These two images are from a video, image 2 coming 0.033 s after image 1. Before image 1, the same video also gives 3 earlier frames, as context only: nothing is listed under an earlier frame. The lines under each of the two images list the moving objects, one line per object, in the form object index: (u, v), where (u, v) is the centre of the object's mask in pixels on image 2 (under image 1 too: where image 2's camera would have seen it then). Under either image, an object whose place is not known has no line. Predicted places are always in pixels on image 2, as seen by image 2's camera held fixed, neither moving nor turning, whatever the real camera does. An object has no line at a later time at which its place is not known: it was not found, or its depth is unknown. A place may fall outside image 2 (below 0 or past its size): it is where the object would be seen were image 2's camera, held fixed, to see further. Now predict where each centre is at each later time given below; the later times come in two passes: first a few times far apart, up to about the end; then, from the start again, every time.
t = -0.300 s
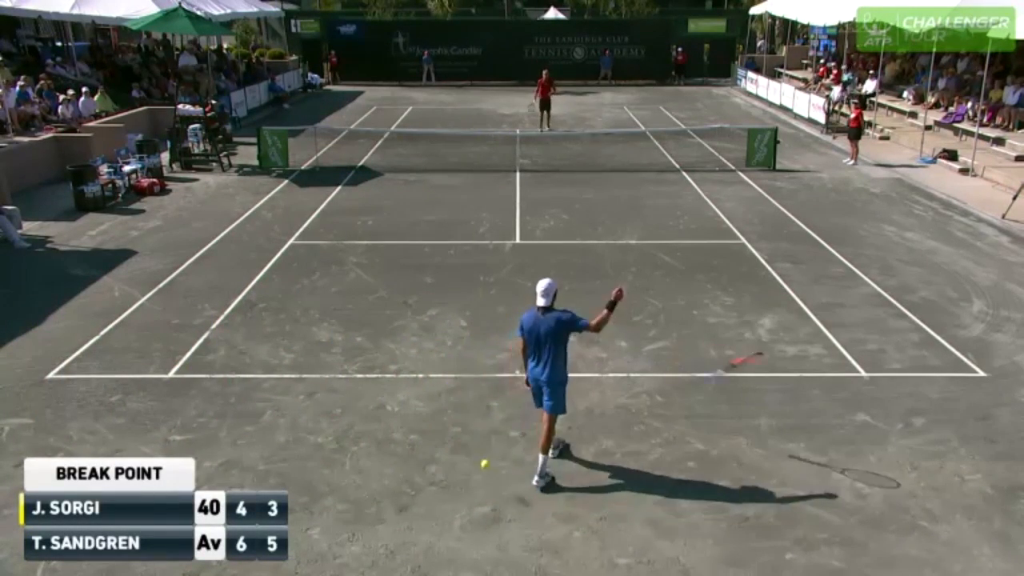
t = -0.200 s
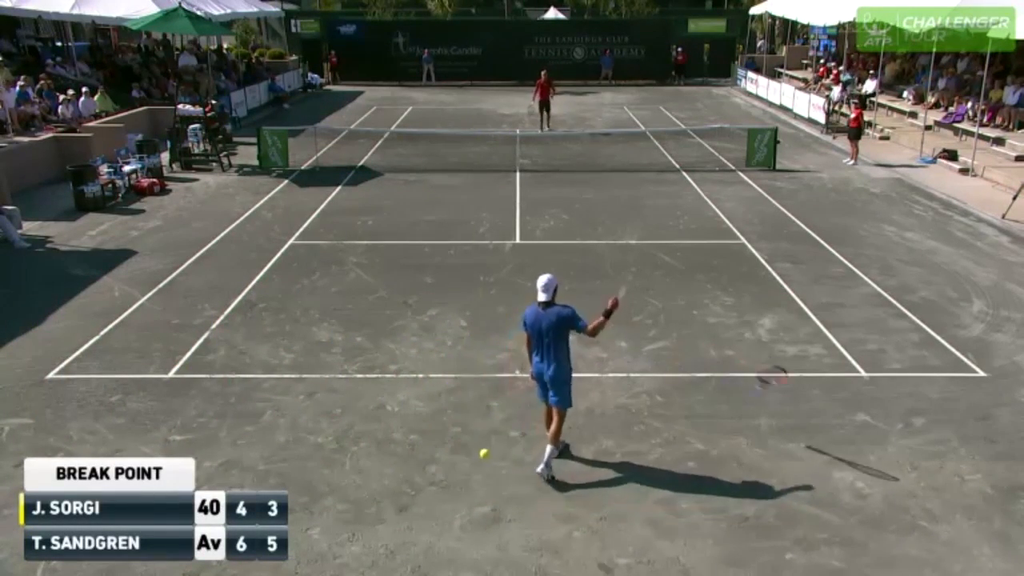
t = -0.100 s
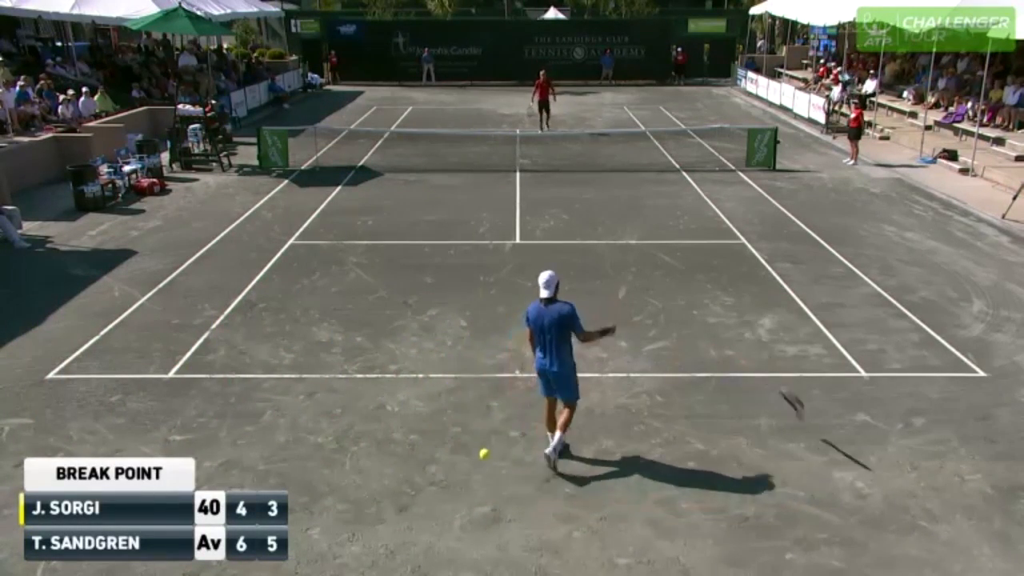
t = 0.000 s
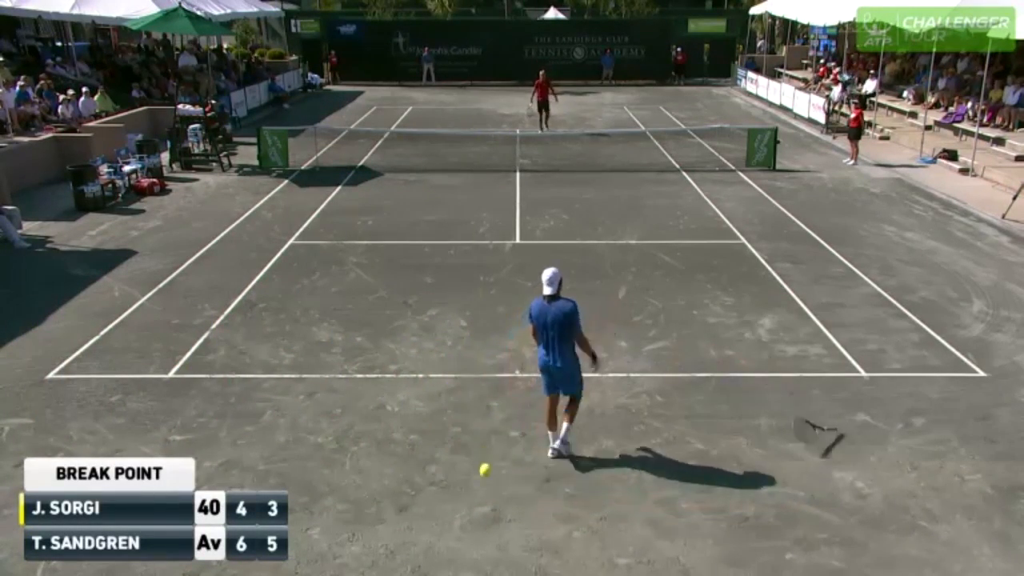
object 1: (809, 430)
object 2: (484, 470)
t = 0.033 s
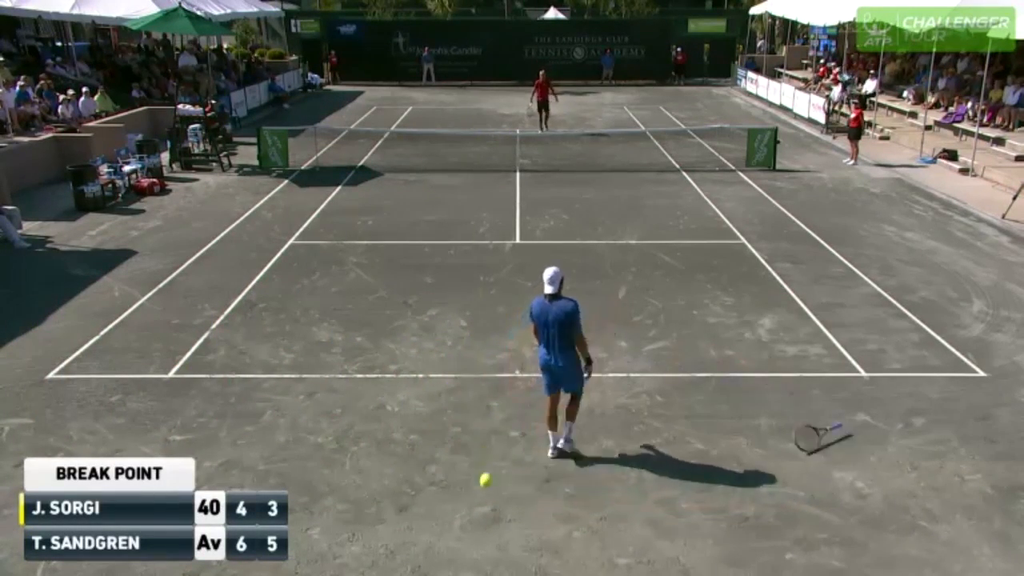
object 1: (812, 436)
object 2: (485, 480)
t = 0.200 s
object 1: (819, 437)
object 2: (491, 573)
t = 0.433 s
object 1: (815, 436)
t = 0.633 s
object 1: (813, 436)
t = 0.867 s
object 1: (813, 436)
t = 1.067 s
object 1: (813, 436)
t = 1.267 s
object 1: (813, 436)
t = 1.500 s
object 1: (813, 436)
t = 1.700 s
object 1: (813, 437)
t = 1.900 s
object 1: (813, 437)
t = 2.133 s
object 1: (813, 437)
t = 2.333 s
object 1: (813, 437)
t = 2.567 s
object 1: (813, 437)
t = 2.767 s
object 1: (813, 437)
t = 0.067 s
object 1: (819, 437)
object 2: (486, 493)
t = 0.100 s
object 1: (819, 438)
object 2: (486, 509)
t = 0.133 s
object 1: (821, 439)
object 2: (488, 529)
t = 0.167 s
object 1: (819, 438)
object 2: (489, 554)
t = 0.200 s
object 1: (819, 437)
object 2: (491, 573)
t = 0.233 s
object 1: (819, 436)
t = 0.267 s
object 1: (820, 437)
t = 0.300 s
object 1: (819, 437)
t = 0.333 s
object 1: (817, 437)
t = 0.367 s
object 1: (814, 436)
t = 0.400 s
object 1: (814, 436)
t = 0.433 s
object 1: (815, 436)
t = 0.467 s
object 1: (813, 436)
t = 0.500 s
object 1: (813, 436)
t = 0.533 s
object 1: (813, 436)
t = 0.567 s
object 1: (813, 436)
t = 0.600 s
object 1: (813, 436)
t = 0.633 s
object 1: (813, 436)
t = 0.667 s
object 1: (813, 436)
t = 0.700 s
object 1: (813, 436)
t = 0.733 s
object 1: (813, 436)
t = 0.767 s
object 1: (813, 436)
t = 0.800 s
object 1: (813, 436)
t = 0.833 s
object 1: (813, 436)
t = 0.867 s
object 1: (813, 436)
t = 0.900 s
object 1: (813, 436)
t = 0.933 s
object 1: (813, 436)
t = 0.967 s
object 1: (813, 436)
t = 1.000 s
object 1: (813, 436)
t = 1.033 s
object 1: (813, 436)
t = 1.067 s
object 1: (813, 436)
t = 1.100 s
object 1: (813, 436)
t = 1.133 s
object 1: (813, 437)
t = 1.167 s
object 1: (813, 436)
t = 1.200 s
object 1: (813, 436)
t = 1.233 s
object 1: (813, 436)
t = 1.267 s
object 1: (813, 436)
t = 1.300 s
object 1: (813, 437)
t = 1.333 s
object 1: (813, 436)
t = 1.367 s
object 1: (813, 437)
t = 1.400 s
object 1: (813, 437)
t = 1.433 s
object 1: (813, 436)
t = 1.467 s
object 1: (813, 437)
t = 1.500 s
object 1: (813, 436)
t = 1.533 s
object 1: (813, 437)
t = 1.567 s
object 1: (813, 437)
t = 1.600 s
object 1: (813, 437)
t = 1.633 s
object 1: (813, 437)
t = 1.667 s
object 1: (813, 437)
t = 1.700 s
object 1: (813, 437)
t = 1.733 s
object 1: (813, 436)
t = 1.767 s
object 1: (813, 437)
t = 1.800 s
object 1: (813, 436)
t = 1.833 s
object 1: (813, 436)
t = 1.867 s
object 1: (813, 436)
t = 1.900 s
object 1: (813, 437)
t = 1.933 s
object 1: (813, 437)
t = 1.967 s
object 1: (813, 437)
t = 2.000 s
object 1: (813, 437)
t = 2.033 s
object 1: (813, 437)
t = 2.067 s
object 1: (813, 437)
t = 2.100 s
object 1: (813, 437)
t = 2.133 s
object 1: (813, 437)
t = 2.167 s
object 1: (813, 437)
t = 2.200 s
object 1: (813, 437)
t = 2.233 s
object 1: (813, 437)
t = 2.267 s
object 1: (813, 437)
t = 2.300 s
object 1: (813, 437)
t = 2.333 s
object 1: (813, 437)
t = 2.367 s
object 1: (813, 437)
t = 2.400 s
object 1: (813, 437)
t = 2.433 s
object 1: (813, 437)
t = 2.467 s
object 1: (813, 437)
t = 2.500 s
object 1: (813, 437)
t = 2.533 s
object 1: (813, 437)
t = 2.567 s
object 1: (813, 437)
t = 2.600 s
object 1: (813, 437)
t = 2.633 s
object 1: (813, 437)
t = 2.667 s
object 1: (813, 437)
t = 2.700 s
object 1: (813, 437)
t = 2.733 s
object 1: (813, 437)
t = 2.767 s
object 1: (813, 437)
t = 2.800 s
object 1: (813, 437)
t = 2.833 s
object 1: (813, 437)
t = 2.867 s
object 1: (813, 437)
